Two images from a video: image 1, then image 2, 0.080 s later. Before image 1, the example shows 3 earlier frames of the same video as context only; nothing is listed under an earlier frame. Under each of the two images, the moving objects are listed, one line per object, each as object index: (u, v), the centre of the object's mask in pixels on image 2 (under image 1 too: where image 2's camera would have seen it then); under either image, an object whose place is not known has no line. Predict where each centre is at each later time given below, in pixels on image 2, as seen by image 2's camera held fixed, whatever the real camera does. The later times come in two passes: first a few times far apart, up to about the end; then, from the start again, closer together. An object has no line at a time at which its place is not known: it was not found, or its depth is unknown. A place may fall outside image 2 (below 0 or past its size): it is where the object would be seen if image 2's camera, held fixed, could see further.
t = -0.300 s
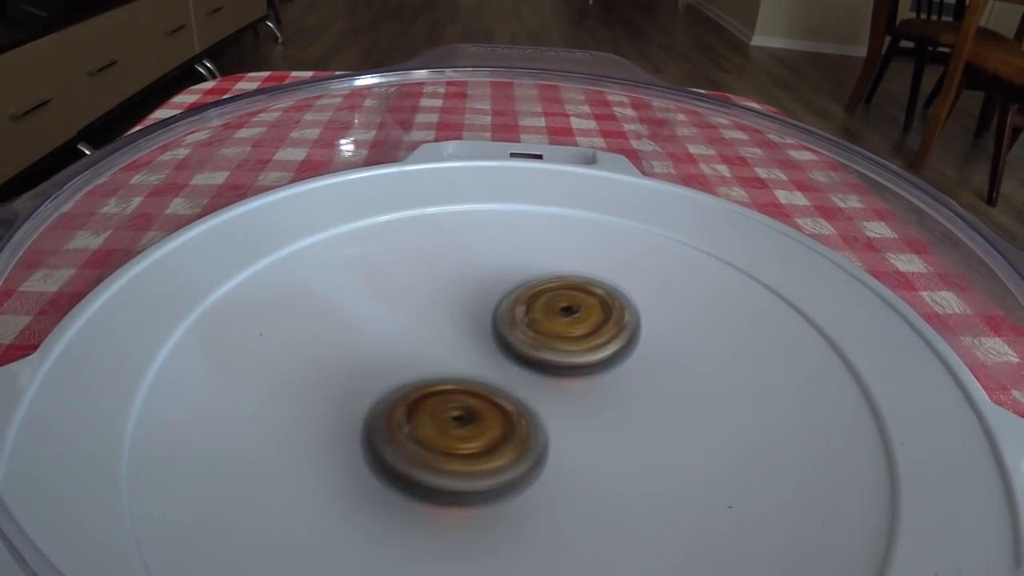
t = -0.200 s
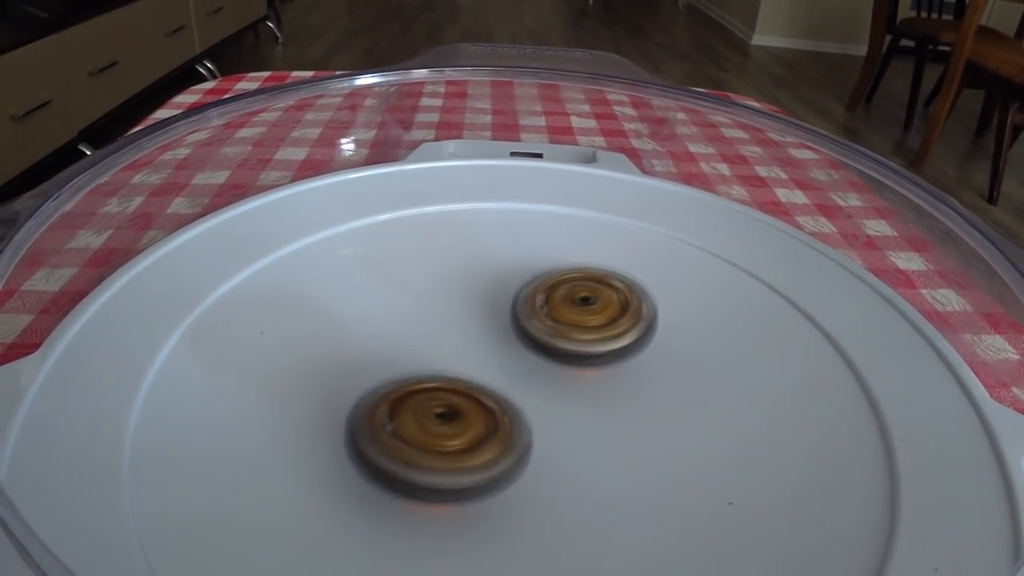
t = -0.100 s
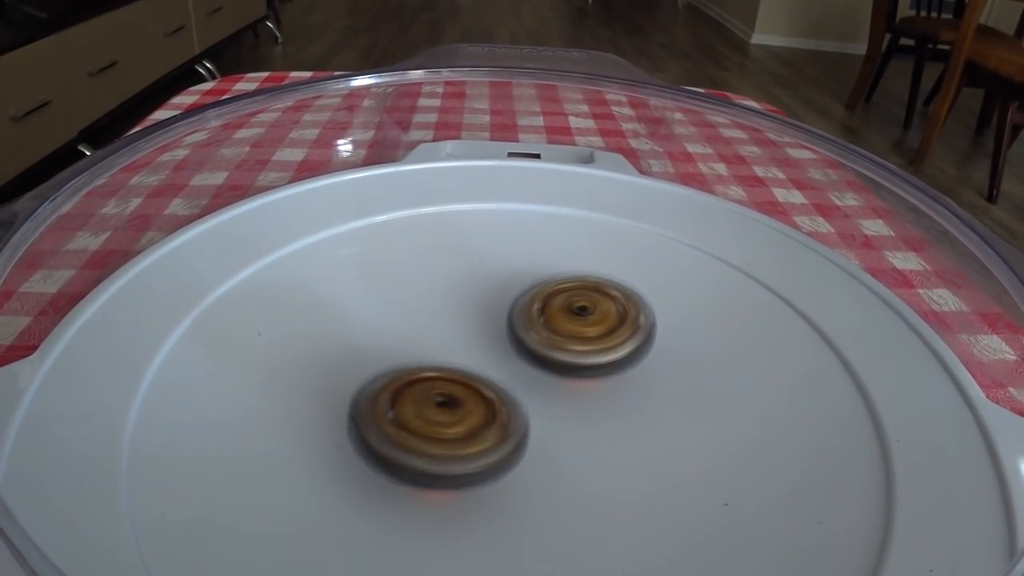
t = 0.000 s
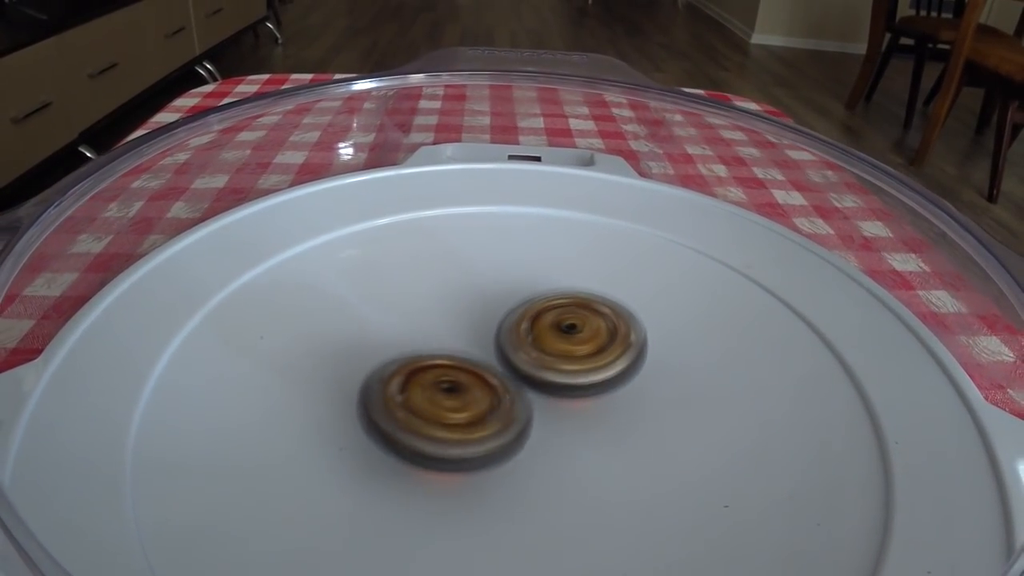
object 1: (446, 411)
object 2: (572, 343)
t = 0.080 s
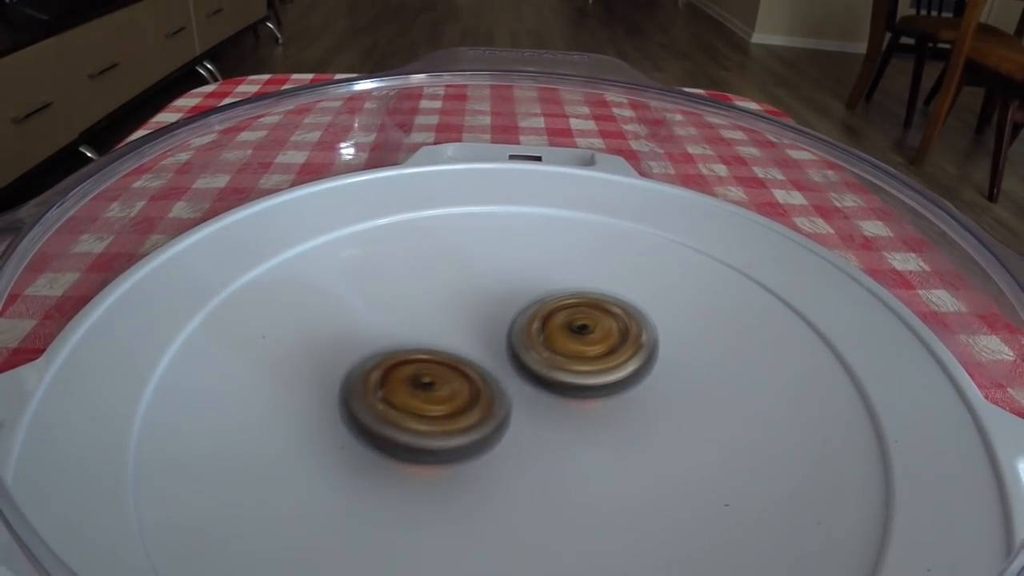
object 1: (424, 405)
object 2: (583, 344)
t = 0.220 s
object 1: (416, 399)
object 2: (583, 350)
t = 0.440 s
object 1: (360, 401)
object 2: (578, 357)
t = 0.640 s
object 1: (384, 398)
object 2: (570, 355)
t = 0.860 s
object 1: (412, 380)
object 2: (575, 358)
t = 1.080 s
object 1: (414, 367)
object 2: (606, 362)
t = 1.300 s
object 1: (429, 352)
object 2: (593, 368)
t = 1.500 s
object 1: (411, 335)
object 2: (619, 378)
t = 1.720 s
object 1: (432, 341)
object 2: (594, 377)
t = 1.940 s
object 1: (435, 329)
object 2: (626, 398)
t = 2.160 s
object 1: (451, 332)
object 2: (611, 404)
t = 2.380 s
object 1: (459, 322)
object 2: (605, 414)
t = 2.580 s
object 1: (463, 316)
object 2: (600, 421)
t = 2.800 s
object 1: (476, 327)
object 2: (592, 410)
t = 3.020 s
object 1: (477, 329)
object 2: (588, 421)
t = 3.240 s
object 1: (473, 322)
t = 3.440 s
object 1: (477, 321)
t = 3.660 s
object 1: (484, 320)
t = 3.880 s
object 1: (484, 314)
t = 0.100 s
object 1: (424, 404)
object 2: (583, 345)
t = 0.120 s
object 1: (423, 403)
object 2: (582, 347)
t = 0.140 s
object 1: (424, 401)
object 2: (581, 348)
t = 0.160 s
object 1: (425, 399)
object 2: (579, 349)
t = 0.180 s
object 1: (428, 398)
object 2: (576, 351)
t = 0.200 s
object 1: (425, 398)
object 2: (578, 351)
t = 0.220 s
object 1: (416, 399)
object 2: (583, 350)
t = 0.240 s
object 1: (406, 399)
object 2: (588, 350)
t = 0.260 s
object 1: (395, 398)
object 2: (591, 350)
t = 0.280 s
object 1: (386, 398)
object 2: (594, 351)
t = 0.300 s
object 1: (376, 398)
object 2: (595, 351)
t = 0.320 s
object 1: (367, 399)
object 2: (594, 352)
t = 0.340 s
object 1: (359, 400)
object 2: (592, 353)
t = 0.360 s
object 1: (356, 401)
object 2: (590, 354)
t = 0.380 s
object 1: (354, 400)
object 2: (588, 355)
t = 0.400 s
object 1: (354, 401)
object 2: (585, 356)
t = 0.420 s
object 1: (356, 401)
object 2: (581, 356)
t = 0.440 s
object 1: (360, 401)
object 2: (578, 357)
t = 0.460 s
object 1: (364, 401)
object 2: (573, 357)
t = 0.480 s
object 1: (369, 402)
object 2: (569, 358)
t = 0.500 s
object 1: (375, 401)
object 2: (565, 358)
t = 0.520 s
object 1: (381, 401)
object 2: (562, 359)
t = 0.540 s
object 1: (387, 400)
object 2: (558, 359)
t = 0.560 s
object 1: (393, 400)
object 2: (554, 359)
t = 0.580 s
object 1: (399, 399)
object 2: (552, 359)
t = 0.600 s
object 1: (393, 399)
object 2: (558, 358)
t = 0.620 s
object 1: (387, 399)
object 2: (565, 356)
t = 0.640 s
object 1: (384, 398)
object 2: (570, 355)
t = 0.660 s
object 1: (384, 398)
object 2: (574, 355)
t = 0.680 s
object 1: (384, 397)
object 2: (576, 355)
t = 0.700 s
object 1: (386, 395)
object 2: (578, 355)
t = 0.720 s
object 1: (388, 393)
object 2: (579, 356)
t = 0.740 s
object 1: (392, 391)
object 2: (579, 356)
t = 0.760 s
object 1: (396, 389)
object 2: (579, 356)
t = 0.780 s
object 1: (401, 387)
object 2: (579, 357)
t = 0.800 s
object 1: (405, 386)
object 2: (577, 357)
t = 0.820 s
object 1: (408, 384)
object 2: (575, 357)
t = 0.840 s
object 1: (412, 383)
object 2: (573, 358)
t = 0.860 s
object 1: (412, 380)
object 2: (575, 358)
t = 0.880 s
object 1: (402, 379)
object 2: (588, 357)
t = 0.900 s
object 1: (397, 377)
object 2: (597, 356)
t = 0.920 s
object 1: (394, 376)
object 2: (604, 356)
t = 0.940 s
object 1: (394, 374)
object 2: (608, 356)
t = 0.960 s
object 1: (395, 373)
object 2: (611, 357)
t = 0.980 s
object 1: (397, 372)
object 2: (613, 357)
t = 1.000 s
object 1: (400, 372)
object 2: (613, 358)
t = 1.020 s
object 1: (403, 371)
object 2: (613, 359)
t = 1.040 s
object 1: (406, 370)
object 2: (611, 360)
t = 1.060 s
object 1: (410, 368)
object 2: (609, 361)
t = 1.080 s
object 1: (414, 367)
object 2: (606, 362)
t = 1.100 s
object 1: (418, 366)
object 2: (603, 363)
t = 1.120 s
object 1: (422, 364)
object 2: (600, 364)
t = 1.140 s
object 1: (426, 363)
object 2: (596, 365)
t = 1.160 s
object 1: (429, 362)
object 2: (592, 365)
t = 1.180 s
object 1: (426, 360)
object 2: (595, 366)
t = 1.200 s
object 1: (425, 358)
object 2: (597, 366)
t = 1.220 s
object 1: (425, 356)
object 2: (598, 366)
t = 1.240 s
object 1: (425, 355)
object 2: (598, 367)
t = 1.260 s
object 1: (426, 354)
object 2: (597, 367)
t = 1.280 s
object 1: (427, 353)
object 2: (595, 368)
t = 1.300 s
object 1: (429, 352)
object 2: (593, 368)
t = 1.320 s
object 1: (431, 351)
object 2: (590, 368)
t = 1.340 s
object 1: (430, 349)
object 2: (591, 368)
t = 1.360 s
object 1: (431, 348)
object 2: (590, 369)
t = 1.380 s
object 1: (426, 344)
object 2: (597, 370)
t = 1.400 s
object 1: (420, 340)
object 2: (605, 372)
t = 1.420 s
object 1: (416, 338)
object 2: (611, 373)
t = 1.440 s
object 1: (413, 337)
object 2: (615, 375)
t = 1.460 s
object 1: (411, 336)
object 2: (617, 376)
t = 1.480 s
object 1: (411, 335)
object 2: (618, 377)
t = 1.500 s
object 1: (411, 335)
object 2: (619, 378)
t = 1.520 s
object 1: (412, 335)
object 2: (618, 378)
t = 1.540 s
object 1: (414, 335)
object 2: (616, 378)
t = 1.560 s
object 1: (416, 336)
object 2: (613, 378)
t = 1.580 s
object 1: (419, 337)
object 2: (610, 378)
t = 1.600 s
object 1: (422, 338)
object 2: (607, 378)
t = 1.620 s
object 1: (425, 339)
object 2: (602, 377)
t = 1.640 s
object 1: (428, 340)
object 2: (598, 376)
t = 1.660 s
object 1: (431, 342)
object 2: (594, 376)
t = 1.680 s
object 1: (434, 343)
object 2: (590, 375)
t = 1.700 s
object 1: (432, 342)
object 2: (593, 376)
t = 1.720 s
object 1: (432, 341)
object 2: (594, 377)
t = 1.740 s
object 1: (431, 340)
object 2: (594, 378)
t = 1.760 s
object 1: (432, 339)
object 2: (594, 379)
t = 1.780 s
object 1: (433, 339)
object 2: (594, 380)
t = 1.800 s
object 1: (436, 338)
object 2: (593, 381)
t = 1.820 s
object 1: (438, 338)
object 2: (592, 381)
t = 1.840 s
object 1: (439, 337)
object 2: (593, 383)
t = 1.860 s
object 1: (434, 333)
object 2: (604, 387)
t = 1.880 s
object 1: (431, 330)
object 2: (613, 390)
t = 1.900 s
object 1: (431, 329)
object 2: (619, 393)
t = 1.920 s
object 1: (433, 329)
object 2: (623, 396)
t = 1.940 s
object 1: (435, 329)
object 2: (626, 398)
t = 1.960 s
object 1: (437, 330)
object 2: (628, 399)
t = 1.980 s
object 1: (440, 331)
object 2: (628, 400)
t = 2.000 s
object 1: (442, 332)
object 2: (628, 401)
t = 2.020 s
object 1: (445, 333)
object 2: (626, 402)
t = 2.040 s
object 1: (447, 334)
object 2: (623, 402)
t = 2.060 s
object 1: (450, 335)
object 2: (619, 401)
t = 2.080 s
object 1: (453, 337)
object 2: (614, 401)
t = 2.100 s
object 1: (455, 338)
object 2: (609, 400)
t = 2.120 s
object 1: (458, 338)
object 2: (603, 399)
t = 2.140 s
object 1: (458, 337)
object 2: (602, 399)
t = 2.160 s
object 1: (451, 332)
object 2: (611, 404)
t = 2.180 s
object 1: (447, 327)
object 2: (618, 409)
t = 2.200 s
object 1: (444, 323)
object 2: (622, 412)
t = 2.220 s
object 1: (443, 320)
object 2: (625, 415)
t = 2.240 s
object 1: (442, 318)
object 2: (627, 417)
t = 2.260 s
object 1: (443, 317)
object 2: (628, 418)
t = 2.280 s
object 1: (445, 317)
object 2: (627, 420)
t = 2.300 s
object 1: (447, 317)
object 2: (626, 420)
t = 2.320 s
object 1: (449, 318)
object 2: (621, 419)
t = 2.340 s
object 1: (452, 319)
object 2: (616, 418)
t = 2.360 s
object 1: (455, 320)
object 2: (611, 416)
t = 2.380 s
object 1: (459, 322)
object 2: (605, 414)
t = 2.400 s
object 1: (462, 324)
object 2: (599, 413)
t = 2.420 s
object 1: (466, 326)
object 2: (595, 409)
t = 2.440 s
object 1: (469, 328)
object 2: (590, 406)
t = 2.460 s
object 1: (465, 324)
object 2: (592, 409)
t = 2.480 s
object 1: (462, 319)
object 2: (596, 413)
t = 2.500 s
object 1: (461, 317)
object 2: (598, 416)
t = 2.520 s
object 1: (461, 316)
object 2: (600, 420)
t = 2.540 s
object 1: (461, 315)
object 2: (602, 421)
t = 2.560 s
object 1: (462, 315)
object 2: (602, 422)
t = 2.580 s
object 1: (463, 316)
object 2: (600, 421)
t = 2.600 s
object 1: (464, 317)
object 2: (598, 421)
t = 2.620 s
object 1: (466, 318)
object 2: (596, 419)
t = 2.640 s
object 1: (468, 320)
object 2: (595, 418)
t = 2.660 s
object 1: (470, 322)
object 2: (593, 416)
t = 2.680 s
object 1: (472, 325)
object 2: (590, 413)
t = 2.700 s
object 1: (473, 327)
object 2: (588, 411)
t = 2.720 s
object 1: (473, 326)
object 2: (589, 411)
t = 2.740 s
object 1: (473, 326)
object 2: (590, 412)
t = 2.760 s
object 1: (474, 326)
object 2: (593, 411)
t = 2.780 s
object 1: (475, 326)
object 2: (593, 410)
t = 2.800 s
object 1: (476, 327)
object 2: (592, 410)
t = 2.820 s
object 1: (475, 326)
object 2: (594, 412)
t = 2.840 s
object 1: (473, 324)
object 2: (598, 416)
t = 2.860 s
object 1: (472, 323)
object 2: (601, 419)
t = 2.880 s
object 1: (472, 322)
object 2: (604, 421)
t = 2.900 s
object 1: (473, 322)
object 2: (603, 422)
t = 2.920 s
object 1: (473, 323)
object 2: (602, 422)
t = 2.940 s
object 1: (474, 323)
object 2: (600, 422)
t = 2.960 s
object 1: (474, 324)
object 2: (598, 423)
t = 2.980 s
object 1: (475, 326)
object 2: (596, 422)
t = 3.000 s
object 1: (476, 327)
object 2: (592, 422)
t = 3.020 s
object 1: (477, 329)
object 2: (588, 421)
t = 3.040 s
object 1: (478, 331)
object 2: (584, 419)
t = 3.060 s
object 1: (477, 329)
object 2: (585, 421)
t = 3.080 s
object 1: (477, 328)
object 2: (585, 423)
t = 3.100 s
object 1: (477, 328)
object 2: (583, 424)
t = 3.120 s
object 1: (477, 329)
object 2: (582, 424)
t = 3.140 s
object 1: (478, 330)
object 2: (579, 425)
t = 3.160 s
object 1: (477, 329)
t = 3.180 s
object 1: (474, 326)
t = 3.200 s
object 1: (474, 323)
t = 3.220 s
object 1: (473, 322)
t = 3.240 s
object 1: (473, 322)
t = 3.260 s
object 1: (474, 322)
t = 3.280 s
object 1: (475, 323)
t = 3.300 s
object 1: (477, 324)
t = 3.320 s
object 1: (478, 326)
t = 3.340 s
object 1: (480, 327)
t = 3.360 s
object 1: (481, 329)
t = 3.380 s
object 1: (479, 326)
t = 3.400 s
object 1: (478, 323)
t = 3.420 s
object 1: (477, 322)
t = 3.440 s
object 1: (477, 321)
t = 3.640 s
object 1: (483, 322)
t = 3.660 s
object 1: (484, 320)
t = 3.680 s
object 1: (482, 316)
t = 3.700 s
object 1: (481, 312)
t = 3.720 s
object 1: (482, 310)
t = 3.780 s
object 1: (483, 309)
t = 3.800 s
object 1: (483, 310)
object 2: (560, 441)
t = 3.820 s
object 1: (483, 311)
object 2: (557, 440)
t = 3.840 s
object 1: (483, 312)
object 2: (556, 437)
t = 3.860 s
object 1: (484, 313)
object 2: (553, 433)
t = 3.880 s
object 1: (484, 314)
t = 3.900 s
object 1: (485, 316)
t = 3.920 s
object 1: (486, 317)
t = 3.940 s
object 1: (487, 318)
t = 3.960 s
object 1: (486, 316)
